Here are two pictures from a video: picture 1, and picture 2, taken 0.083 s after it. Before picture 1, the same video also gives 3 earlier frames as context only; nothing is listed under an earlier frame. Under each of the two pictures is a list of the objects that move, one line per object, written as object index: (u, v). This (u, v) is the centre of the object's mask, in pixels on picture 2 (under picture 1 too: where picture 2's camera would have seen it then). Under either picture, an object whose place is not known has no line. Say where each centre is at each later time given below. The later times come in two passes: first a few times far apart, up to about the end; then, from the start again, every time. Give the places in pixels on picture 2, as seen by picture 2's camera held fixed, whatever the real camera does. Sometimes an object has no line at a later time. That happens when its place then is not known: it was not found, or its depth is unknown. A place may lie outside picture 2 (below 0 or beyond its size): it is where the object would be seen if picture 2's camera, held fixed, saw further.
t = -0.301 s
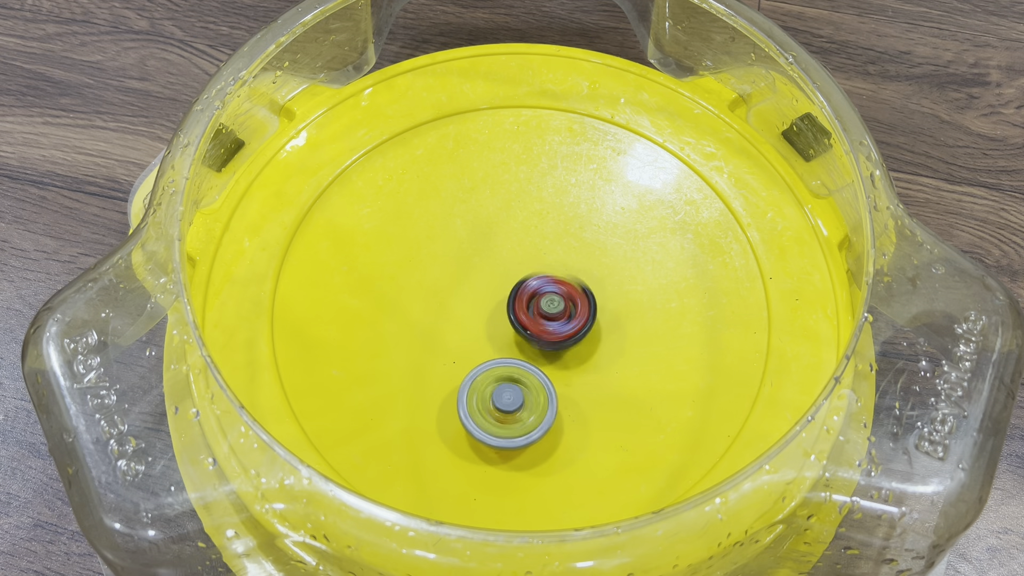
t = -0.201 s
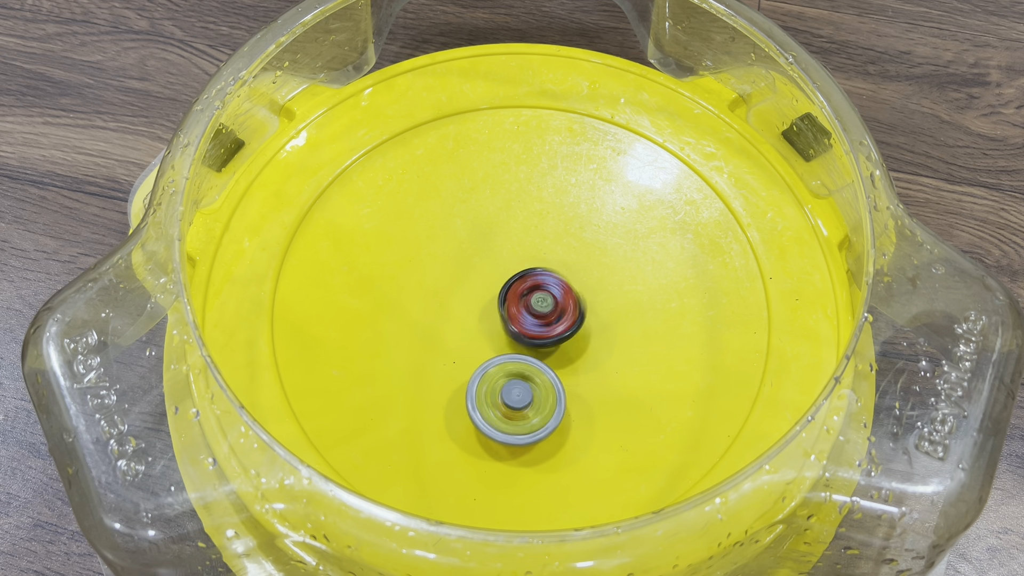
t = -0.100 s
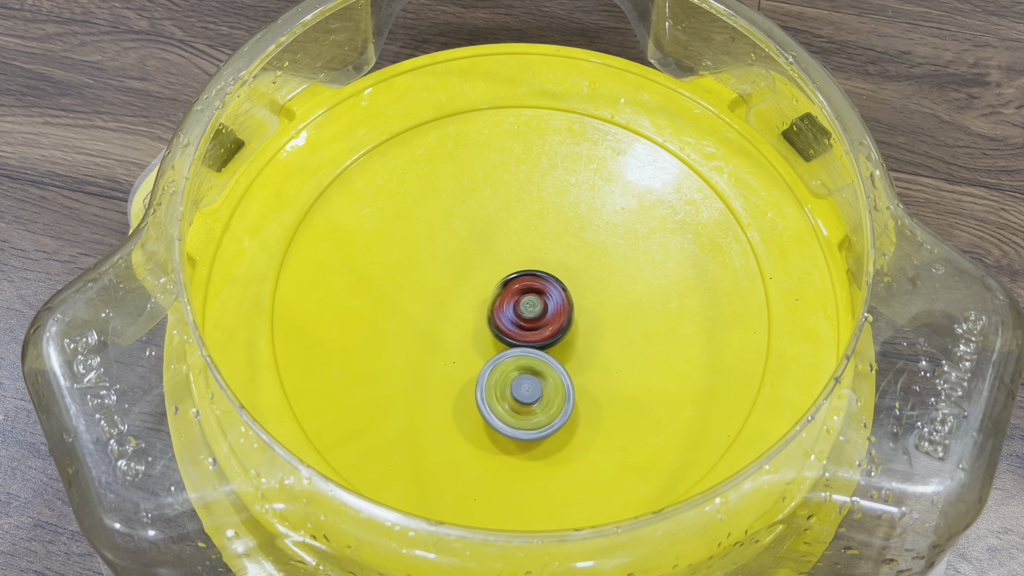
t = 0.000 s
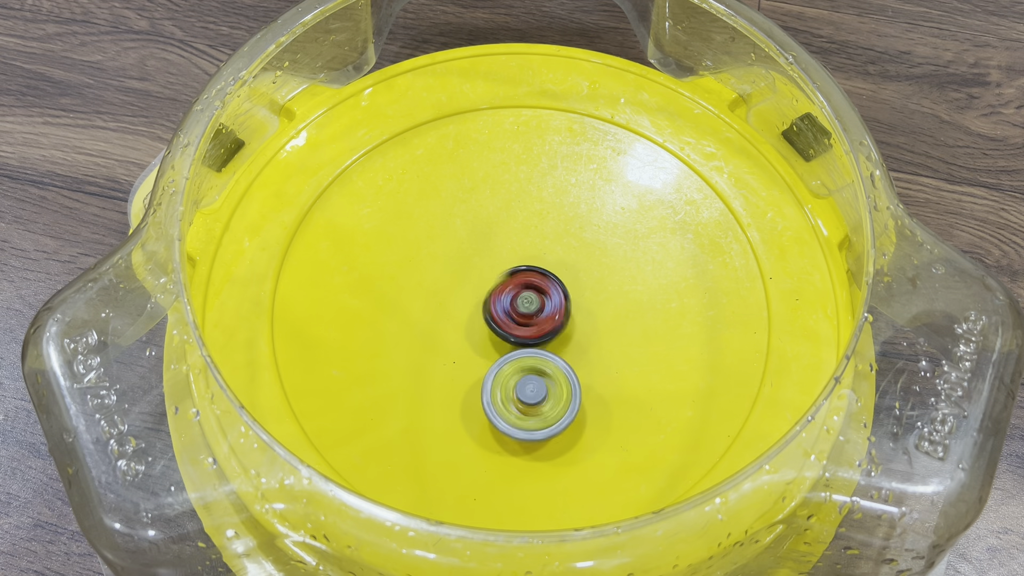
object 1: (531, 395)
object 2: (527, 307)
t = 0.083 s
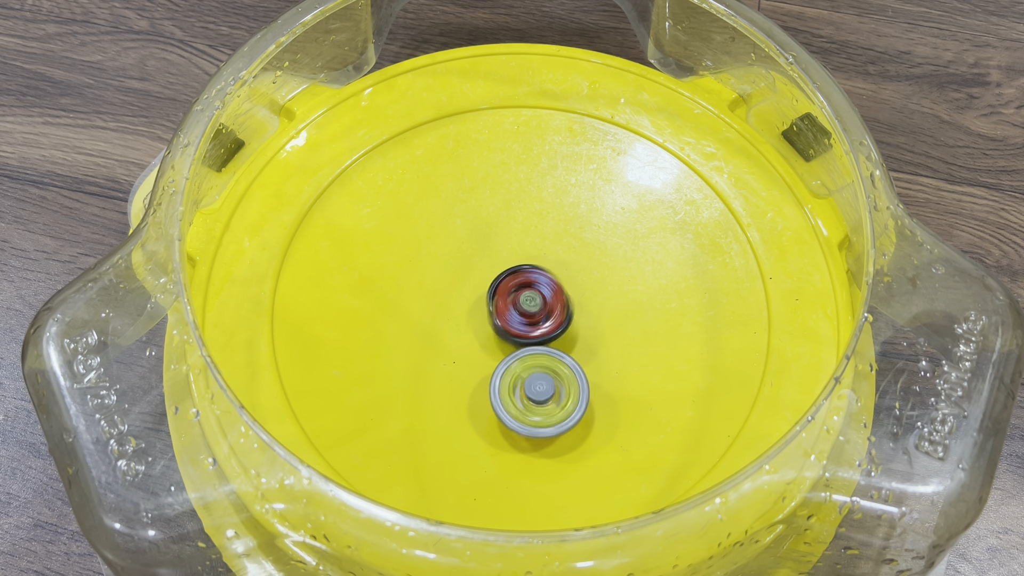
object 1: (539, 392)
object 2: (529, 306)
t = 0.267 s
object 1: (558, 383)
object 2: (527, 303)
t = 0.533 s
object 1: (583, 372)
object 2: (520, 296)
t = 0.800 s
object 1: (598, 359)
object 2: (520, 303)
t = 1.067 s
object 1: (614, 358)
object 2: (535, 294)
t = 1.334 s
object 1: (606, 351)
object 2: (534, 295)
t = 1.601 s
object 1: (591, 333)
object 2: (521, 280)
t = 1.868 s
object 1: (590, 318)
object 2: (530, 258)
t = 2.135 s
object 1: (601, 343)
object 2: (566, 266)
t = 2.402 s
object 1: (581, 334)
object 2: (566, 262)
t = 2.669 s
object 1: (544, 322)
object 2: (568, 259)
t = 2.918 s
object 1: (510, 310)
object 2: (561, 257)
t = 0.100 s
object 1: (541, 391)
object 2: (529, 305)
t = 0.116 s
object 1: (543, 391)
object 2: (527, 305)
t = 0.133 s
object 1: (544, 390)
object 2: (526, 303)
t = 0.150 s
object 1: (546, 389)
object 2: (530, 301)
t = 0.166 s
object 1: (548, 389)
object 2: (529, 303)
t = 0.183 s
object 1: (549, 388)
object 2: (527, 301)
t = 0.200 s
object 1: (551, 387)
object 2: (528, 301)
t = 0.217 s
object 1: (553, 386)
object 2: (526, 303)
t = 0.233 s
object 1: (554, 385)
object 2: (525, 302)
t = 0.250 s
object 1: (556, 384)
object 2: (528, 302)
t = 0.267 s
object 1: (558, 383)
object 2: (527, 303)
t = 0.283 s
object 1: (559, 382)
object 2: (525, 303)
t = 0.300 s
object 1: (561, 381)
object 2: (525, 304)
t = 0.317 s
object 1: (563, 380)
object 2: (523, 305)
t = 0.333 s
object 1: (564, 379)
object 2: (522, 303)
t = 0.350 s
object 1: (566, 377)
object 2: (526, 303)
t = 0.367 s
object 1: (568, 377)
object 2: (525, 304)
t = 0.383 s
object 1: (570, 377)
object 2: (524, 303)
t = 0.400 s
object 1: (571, 377)
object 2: (526, 302)
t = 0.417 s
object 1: (572, 376)
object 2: (525, 302)
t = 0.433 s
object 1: (574, 375)
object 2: (523, 300)
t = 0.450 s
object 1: (576, 374)
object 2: (525, 298)
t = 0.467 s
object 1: (578, 374)
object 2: (524, 298)
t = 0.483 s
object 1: (579, 374)
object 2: (522, 298)
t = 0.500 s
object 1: (581, 373)
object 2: (523, 296)
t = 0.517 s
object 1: (582, 372)
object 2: (522, 297)
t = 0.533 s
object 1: (583, 372)
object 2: (520, 296)
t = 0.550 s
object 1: (585, 371)
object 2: (522, 293)
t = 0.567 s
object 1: (586, 371)
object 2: (523, 294)
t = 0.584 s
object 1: (587, 370)
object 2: (520, 295)
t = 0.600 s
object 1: (588, 369)
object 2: (519, 294)
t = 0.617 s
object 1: (589, 369)
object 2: (518, 295)
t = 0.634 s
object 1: (590, 368)
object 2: (515, 295)
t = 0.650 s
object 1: (591, 367)
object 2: (514, 293)
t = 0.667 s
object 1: (592, 367)
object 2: (517, 294)
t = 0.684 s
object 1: (593, 366)
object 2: (516, 297)
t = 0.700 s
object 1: (594, 365)
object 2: (515, 298)
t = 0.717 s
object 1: (595, 364)
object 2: (517, 298)
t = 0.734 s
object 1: (595, 363)
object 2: (516, 301)
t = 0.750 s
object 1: (596, 362)
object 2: (516, 300)
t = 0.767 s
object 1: (597, 361)
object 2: (519, 299)
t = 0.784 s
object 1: (597, 361)
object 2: (520, 302)
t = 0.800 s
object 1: (598, 359)
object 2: (520, 303)
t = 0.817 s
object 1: (598, 358)
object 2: (522, 302)
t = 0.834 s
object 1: (598, 357)
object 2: (523, 304)
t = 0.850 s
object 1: (599, 356)
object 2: (522, 303)
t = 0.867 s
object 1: (599, 355)
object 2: (524, 301)
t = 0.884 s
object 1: (599, 354)
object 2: (527, 302)
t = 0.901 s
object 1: (600, 354)
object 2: (527, 303)
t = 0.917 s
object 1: (604, 356)
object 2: (527, 302)
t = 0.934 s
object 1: (607, 359)
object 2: (528, 300)
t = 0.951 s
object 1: (608, 360)
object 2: (527, 299)
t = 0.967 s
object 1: (609, 360)
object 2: (527, 297)
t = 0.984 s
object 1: (609, 360)
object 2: (530, 294)
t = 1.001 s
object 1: (610, 359)
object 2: (535, 294)
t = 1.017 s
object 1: (612, 358)
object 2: (535, 296)
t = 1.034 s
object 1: (613, 358)
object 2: (535, 295)
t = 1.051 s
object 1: (613, 358)
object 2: (536, 294)
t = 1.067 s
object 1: (614, 358)
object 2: (535, 294)
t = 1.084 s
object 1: (614, 358)
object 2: (534, 293)
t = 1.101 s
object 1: (614, 357)
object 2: (537, 290)
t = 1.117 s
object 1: (614, 357)
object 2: (540, 292)
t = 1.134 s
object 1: (615, 357)
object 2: (540, 294)
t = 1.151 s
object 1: (614, 357)
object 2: (539, 295)
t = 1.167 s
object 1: (614, 356)
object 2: (539, 296)
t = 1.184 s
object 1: (614, 356)
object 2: (536, 298)
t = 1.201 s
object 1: (613, 356)
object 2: (534, 296)
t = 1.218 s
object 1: (612, 355)
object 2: (534, 294)
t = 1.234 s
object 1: (612, 355)
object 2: (534, 294)
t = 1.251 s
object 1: (611, 354)
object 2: (533, 293)
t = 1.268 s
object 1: (610, 353)
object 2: (535, 290)
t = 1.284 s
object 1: (609, 353)
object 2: (540, 291)
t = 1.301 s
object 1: (608, 352)
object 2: (539, 294)
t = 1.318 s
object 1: (606, 351)
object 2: (536, 296)
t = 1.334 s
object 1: (606, 351)
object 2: (534, 295)
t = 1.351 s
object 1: (605, 351)
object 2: (532, 295)
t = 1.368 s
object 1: (602, 350)
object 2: (529, 295)
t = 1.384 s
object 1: (601, 348)
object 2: (528, 292)
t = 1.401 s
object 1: (600, 347)
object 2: (531, 292)
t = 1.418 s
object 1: (600, 346)
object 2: (530, 293)
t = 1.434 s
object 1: (600, 346)
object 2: (526, 292)
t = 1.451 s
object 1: (599, 347)
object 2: (526, 289)
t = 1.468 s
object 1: (596, 346)
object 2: (527, 289)
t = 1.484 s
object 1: (595, 343)
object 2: (525, 289)
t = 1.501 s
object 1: (595, 342)
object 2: (522, 287)
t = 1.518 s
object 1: (594, 340)
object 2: (523, 285)
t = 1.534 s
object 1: (594, 339)
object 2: (524, 285)
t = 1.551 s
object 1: (593, 338)
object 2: (521, 285)
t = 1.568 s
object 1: (592, 336)
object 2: (520, 282)
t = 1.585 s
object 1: (591, 335)
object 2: (521, 281)
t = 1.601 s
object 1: (591, 333)
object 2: (521, 280)
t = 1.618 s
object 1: (591, 331)
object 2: (519, 278)
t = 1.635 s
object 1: (590, 330)
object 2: (519, 275)
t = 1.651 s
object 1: (590, 328)
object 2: (521, 274)
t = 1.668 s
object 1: (589, 326)
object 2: (521, 274)
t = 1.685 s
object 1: (589, 325)
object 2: (519, 271)
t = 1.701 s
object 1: (589, 323)
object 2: (521, 268)
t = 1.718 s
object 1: (588, 321)
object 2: (522, 267)
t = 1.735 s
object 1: (588, 320)
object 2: (522, 267)
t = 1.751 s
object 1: (588, 319)
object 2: (522, 265)
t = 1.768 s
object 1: (588, 318)
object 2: (524, 263)
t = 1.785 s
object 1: (588, 317)
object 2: (526, 262)
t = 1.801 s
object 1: (588, 316)
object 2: (526, 263)
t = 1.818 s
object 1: (589, 314)
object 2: (525, 262)
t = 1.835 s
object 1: (589, 313)
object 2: (527, 262)
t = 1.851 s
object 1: (589, 314)
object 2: (528, 262)
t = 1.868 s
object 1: (590, 318)
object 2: (530, 258)
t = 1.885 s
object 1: (593, 323)
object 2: (532, 254)
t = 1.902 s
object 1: (595, 328)
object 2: (534, 250)
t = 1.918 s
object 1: (598, 331)
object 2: (537, 246)
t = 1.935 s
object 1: (601, 335)
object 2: (541, 245)
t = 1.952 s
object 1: (603, 338)
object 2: (545, 246)
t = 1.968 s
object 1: (604, 340)
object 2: (548, 249)
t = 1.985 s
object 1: (604, 341)
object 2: (550, 252)
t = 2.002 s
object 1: (603, 341)
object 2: (552, 255)
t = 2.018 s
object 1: (603, 341)
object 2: (554, 256)
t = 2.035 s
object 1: (604, 341)
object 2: (557, 256)
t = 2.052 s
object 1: (604, 341)
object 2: (559, 256)
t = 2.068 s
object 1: (604, 342)
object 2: (561, 257)
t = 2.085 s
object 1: (604, 342)
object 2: (563, 258)
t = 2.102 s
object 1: (603, 343)
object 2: (564, 261)
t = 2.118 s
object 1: (602, 343)
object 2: (565, 264)
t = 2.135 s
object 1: (601, 343)
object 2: (566, 266)
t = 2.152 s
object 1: (600, 343)
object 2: (567, 267)
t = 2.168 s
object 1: (600, 343)
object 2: (568, 267)
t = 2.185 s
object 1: (599, 343)
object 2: (569, 267)
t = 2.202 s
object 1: (597, 343)
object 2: (570, 267)
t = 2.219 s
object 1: (596, 342)
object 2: (571, 267)
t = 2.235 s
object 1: (595, 342)
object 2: (571, 267)
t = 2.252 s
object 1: (593, 341)
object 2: (571, 267)
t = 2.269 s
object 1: (592, 340)
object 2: (570, 266)
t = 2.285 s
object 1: (591, 340)
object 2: (568, 266)
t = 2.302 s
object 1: (590, 339)
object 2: (567, 266)
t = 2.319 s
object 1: (589, 338)
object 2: (567, 265)
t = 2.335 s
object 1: (588, 337)
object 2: (566, 265)
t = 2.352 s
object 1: (586, 336)
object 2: (566, 264)
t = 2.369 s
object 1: (585, 335)
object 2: (566, 263)
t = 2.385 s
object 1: (583, 335)
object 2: (566, 263)
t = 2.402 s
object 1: (581, 334)
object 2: (566, 262)
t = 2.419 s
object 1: (578, 333)
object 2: (566, 262)
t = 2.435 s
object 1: (576, 332)
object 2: (567, 261)
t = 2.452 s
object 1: (574, 331)
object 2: (567, 261)
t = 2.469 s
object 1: (572, 329)
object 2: (568, 260)
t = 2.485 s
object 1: (569, 329)
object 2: (571, 260)
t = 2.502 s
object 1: (567, 327)
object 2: (574, 260)
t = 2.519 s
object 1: (565, 327)
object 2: (575, 259)
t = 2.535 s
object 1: (563, 326)
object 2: (576, 259)
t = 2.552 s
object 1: (561, 325)
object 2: (576, 259)
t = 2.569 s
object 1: (559, 325)
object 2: (574, 259)
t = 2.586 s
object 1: (558, 324)
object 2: (572, 260)
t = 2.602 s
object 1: (554, 323)
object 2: (571, 259)
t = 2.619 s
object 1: (551, 323)
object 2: (571, 259)
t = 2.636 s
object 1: (548, 323)
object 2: (570, 259)
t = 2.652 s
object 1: (546, 322)
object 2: (569, 259)
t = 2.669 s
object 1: (544, 322)
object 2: (568, 259)
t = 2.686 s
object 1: (542, 321)
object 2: (567, 259)
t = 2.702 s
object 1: (541, 320)
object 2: (565, 258)
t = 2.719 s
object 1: (541, 320)
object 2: (563, 258)
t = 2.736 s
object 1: (540, 319)
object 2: (561, 258)
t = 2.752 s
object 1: (539, 319)
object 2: (560, 256)
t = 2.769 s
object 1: (537, 318)
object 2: (559, 255)
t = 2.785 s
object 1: (534, 317)
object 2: (558, 255)
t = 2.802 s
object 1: (531, 316)
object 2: (557, 255)
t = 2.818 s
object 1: (528, 315)
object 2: (558, 255)
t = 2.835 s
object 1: (525, 314)
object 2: (559, 255)
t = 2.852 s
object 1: (522, 314)
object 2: (560, 256)
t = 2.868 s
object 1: (519, 313)
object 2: (560, 257)
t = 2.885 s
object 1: (516, 313)
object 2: (561, 257)
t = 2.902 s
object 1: (513, 312)
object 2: (561, 257)
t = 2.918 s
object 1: (510, 310)
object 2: (561, 257)
